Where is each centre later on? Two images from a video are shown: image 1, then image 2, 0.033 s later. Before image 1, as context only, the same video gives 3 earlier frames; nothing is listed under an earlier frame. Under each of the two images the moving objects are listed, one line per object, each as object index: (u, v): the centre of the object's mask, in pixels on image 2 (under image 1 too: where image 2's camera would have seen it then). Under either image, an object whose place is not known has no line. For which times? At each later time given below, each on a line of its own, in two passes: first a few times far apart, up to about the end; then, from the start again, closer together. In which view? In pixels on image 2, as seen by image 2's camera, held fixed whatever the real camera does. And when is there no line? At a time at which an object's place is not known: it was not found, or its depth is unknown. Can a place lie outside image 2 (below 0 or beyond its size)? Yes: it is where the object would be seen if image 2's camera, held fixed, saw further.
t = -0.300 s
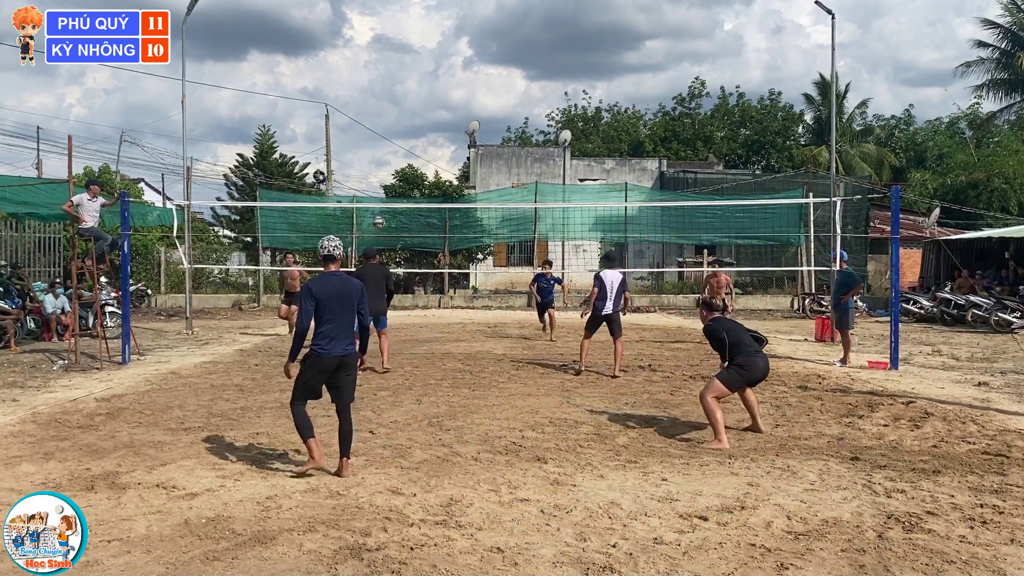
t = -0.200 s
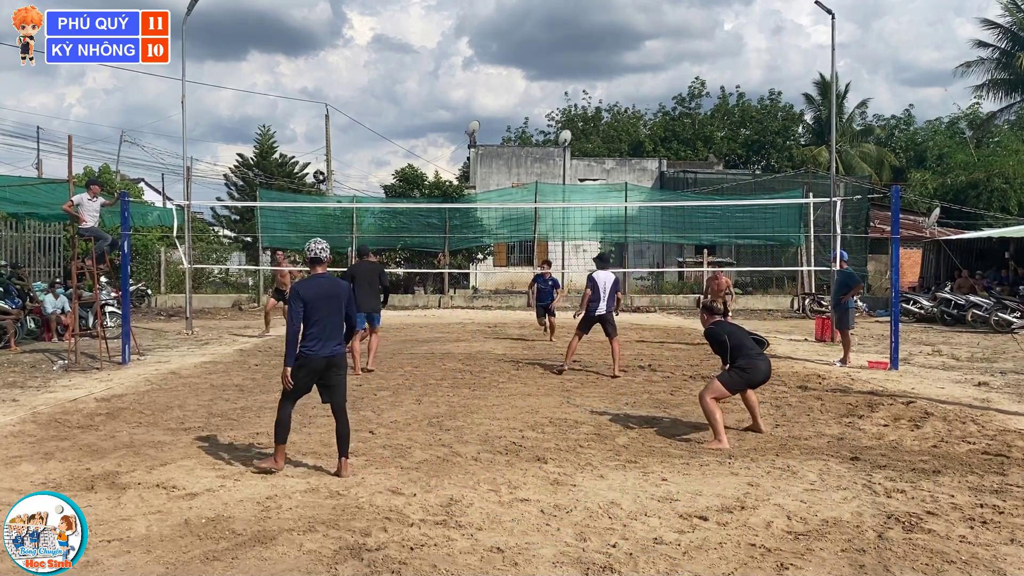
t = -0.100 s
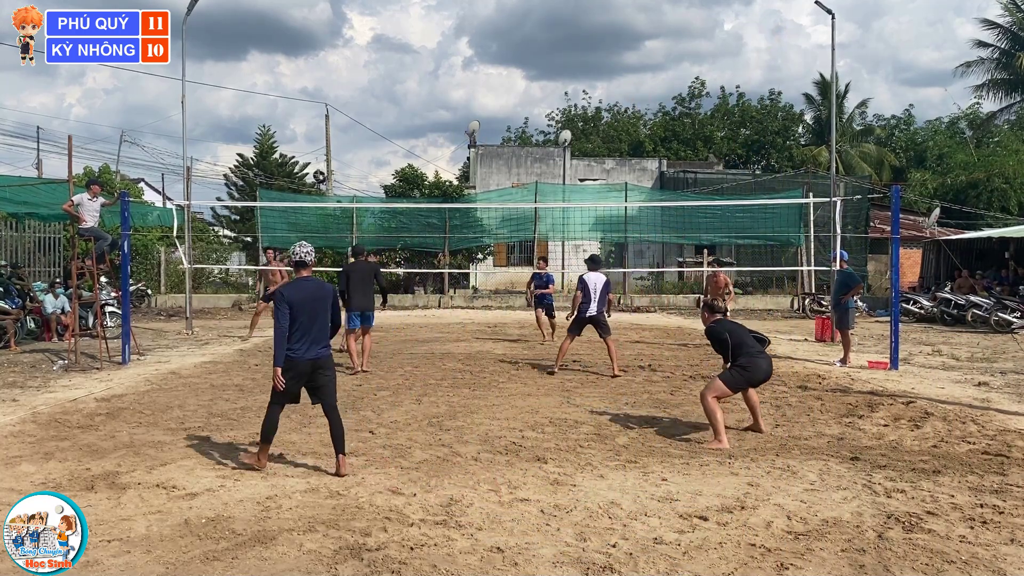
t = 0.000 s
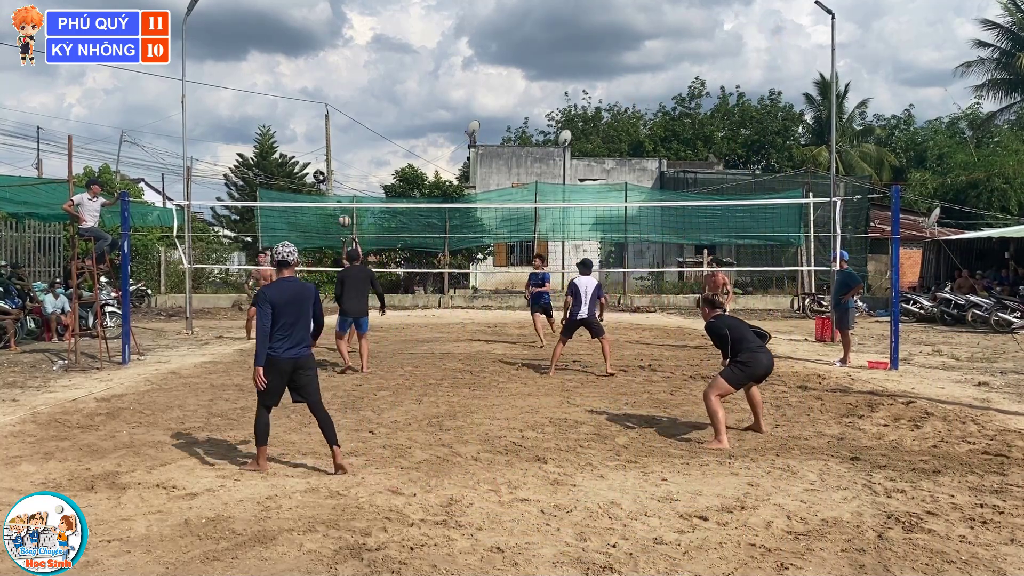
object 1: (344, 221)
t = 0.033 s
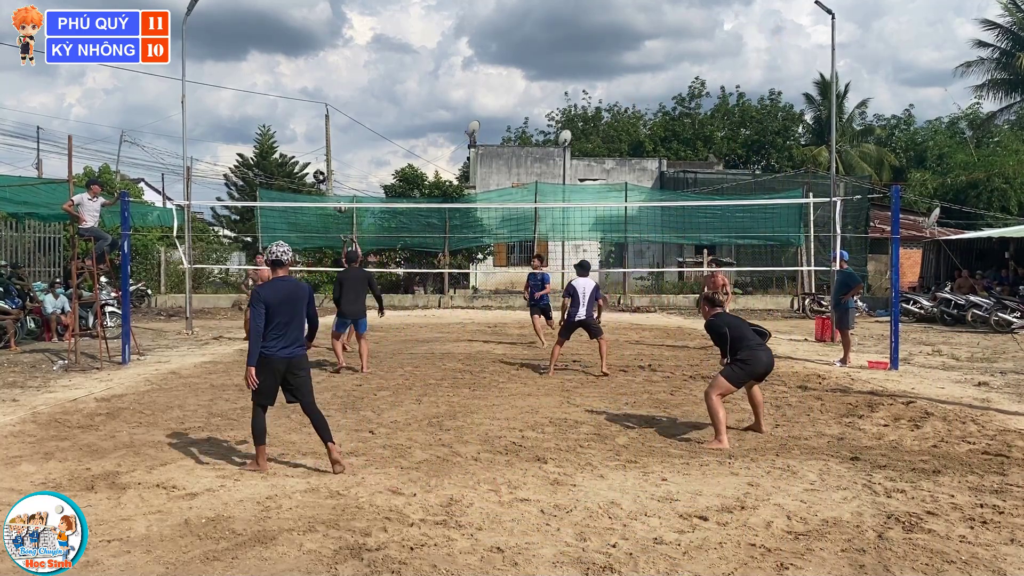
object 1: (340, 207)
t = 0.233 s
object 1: (318, 134)
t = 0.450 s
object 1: (294, 84)
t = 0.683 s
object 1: (267, 61)
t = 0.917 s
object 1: (240, 72)
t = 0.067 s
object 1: (337, 193)
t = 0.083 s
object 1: (335, 186)
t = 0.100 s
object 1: (333, 179)
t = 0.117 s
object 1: (331, 174)
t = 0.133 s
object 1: (329, 167)
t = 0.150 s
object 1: (327, 162)
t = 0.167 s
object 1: (326, 156)
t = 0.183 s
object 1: (324, 150)
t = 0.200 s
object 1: (322, 145)
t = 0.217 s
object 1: (320, 139)
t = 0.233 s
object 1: (318, 134)
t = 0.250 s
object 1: (316, 129)
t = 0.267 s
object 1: (315, 125)
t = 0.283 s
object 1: (313, 120)
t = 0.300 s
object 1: (311, 116)
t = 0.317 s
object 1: (309, 112)
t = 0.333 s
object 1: (307, 108)
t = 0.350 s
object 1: (305, 104)
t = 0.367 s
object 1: (303, 100)
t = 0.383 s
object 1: (301, 96)
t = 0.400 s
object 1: (299, 93)
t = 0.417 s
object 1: (298, 90)
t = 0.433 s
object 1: (296, 86)
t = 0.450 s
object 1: (294, 84)
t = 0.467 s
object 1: (292, 81)
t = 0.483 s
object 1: (290, 78)
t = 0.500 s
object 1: (288, 76)
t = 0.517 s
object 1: (286, 73)
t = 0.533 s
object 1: (284, 71)
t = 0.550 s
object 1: (282, 70)
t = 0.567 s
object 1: (281, 68)
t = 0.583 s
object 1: (279, 66)
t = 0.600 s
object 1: (277, 65)
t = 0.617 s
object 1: (275, 64)
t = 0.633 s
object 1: (273, 63)
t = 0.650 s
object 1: (271, 62)
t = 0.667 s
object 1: (269, 61)
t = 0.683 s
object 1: (267, 61)
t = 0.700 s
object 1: (265, 60)
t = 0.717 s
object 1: (263, 60)
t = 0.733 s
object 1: (261, 60)
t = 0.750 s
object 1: (259, 60)
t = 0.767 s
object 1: (257, 61)
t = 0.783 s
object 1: (255, 61)
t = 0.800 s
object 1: (254, 62)
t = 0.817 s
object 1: (252, 63)
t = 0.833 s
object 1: (250, 64)
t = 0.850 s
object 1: (248, 65)
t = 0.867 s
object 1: (246, 66)
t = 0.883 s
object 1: (244, 68)
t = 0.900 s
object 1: (242, 70)
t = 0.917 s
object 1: (240, 72)
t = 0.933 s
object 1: (238, 74)
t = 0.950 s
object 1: (236, 76)
